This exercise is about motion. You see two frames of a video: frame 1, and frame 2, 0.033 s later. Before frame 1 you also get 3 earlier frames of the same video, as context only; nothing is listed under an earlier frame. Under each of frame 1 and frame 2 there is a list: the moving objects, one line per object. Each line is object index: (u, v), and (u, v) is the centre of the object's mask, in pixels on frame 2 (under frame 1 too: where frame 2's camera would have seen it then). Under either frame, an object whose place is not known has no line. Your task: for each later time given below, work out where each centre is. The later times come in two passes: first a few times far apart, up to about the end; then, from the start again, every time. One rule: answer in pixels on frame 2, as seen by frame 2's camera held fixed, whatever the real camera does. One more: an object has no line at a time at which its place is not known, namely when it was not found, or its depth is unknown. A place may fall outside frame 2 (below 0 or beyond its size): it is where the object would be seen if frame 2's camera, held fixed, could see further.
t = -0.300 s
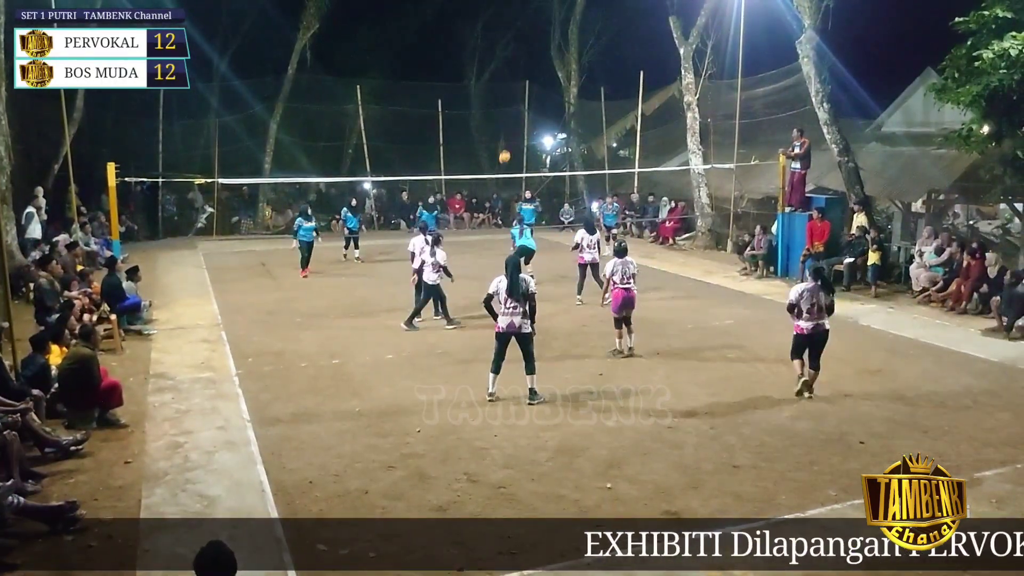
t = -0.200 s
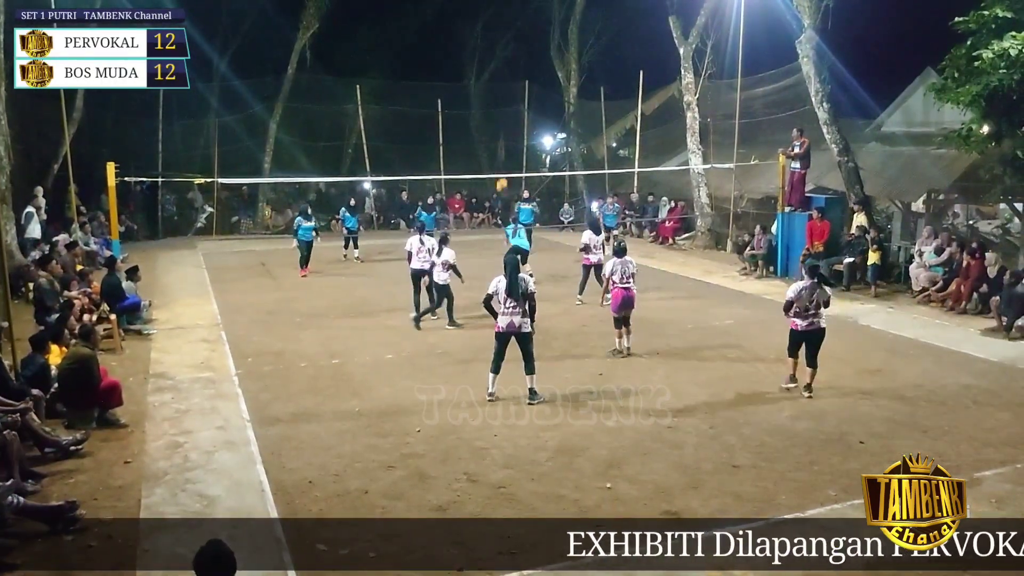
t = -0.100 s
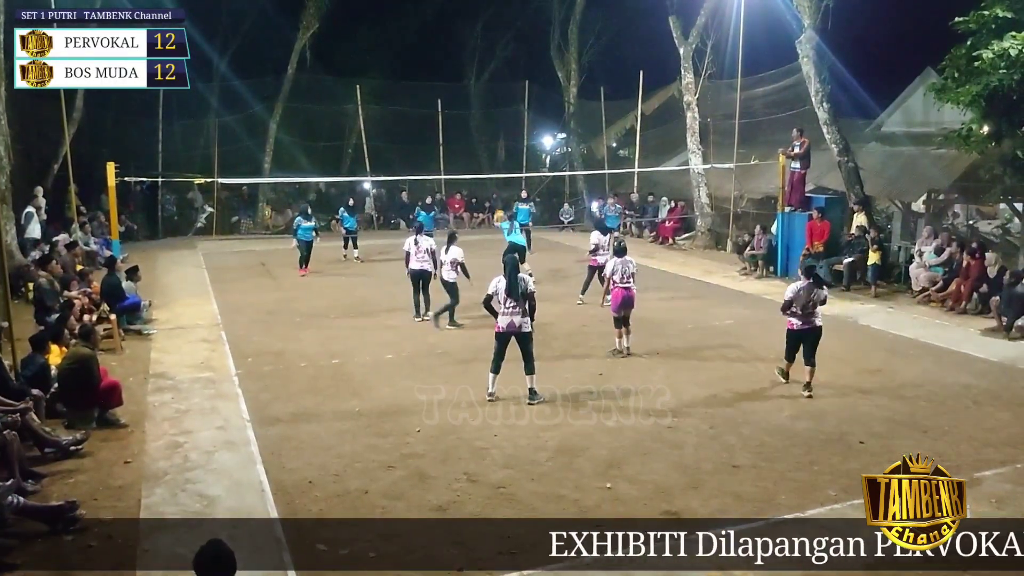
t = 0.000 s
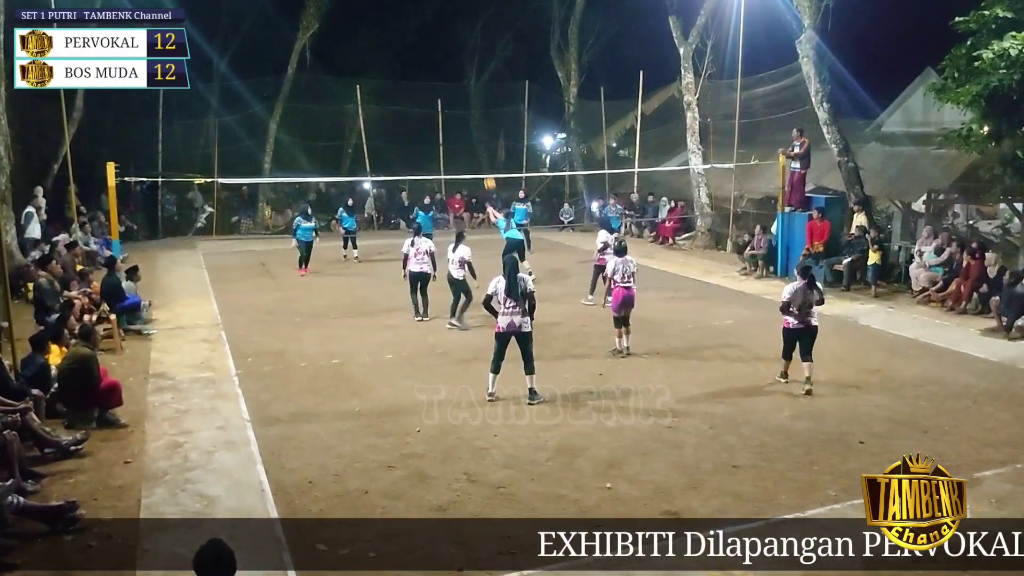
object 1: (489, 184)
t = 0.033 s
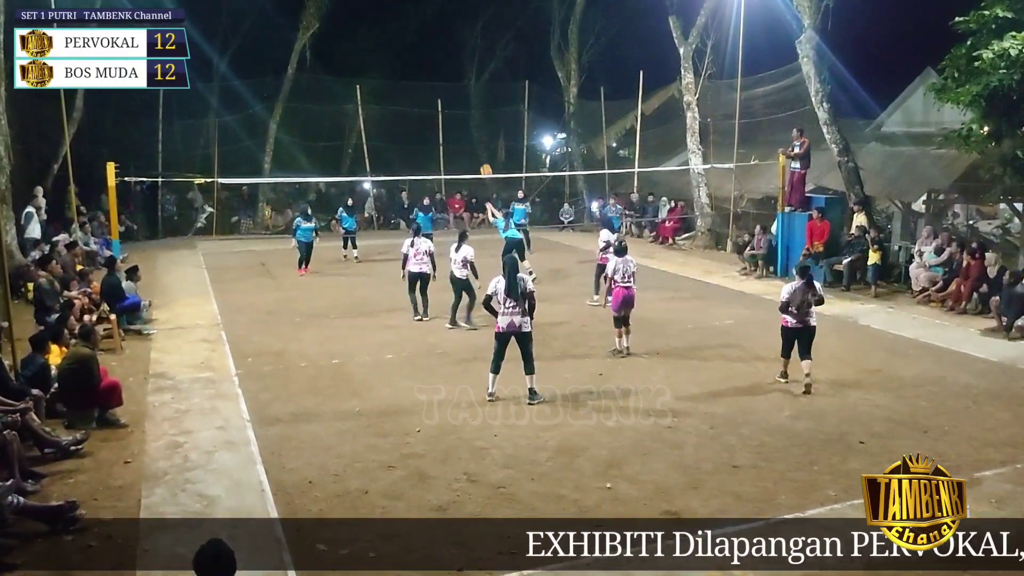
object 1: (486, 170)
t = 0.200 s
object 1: (471, 124)
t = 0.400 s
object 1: (454, 85)
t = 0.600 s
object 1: (436, 66)
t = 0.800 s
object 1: (420, 69)
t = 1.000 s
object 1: (404, 94)
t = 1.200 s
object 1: (389, 140)
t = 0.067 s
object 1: (483, 161)
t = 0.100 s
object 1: (480, 151)
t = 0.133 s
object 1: (477, 141)
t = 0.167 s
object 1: (474, 132)
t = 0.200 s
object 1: (471, 124)
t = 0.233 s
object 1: (468, 116)
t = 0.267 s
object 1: (465, 108)
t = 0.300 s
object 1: (462, 102)
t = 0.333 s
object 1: (459, 95)
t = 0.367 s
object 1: (456, 90)
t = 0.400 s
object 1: (454, 85)
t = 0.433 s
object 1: (451, 80)
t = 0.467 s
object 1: (448, 76)
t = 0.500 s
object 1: (445, 73)
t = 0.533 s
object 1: (442, 70)
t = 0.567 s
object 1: (439, 68)
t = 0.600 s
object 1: (436, 66)
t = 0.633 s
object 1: (433, 65)
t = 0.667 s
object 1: (431, 65)
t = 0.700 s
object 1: (428, 65)
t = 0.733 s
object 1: (425, 66)
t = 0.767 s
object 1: (422, 67)
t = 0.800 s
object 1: (420, 69)
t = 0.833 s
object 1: (417, 72)
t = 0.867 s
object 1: (414, 75)
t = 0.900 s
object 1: (412, 79)
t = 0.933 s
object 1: (409, 84)
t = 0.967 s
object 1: (406, 89)
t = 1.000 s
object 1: (404, 94)
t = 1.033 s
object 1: (401, 100)
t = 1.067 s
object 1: (399, 107)
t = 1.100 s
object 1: (396, 114)
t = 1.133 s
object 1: (394, 123)
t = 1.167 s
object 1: (392, 131)
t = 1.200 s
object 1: (389, 140)
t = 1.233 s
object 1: (387, 150)
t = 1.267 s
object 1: (385, 160)
